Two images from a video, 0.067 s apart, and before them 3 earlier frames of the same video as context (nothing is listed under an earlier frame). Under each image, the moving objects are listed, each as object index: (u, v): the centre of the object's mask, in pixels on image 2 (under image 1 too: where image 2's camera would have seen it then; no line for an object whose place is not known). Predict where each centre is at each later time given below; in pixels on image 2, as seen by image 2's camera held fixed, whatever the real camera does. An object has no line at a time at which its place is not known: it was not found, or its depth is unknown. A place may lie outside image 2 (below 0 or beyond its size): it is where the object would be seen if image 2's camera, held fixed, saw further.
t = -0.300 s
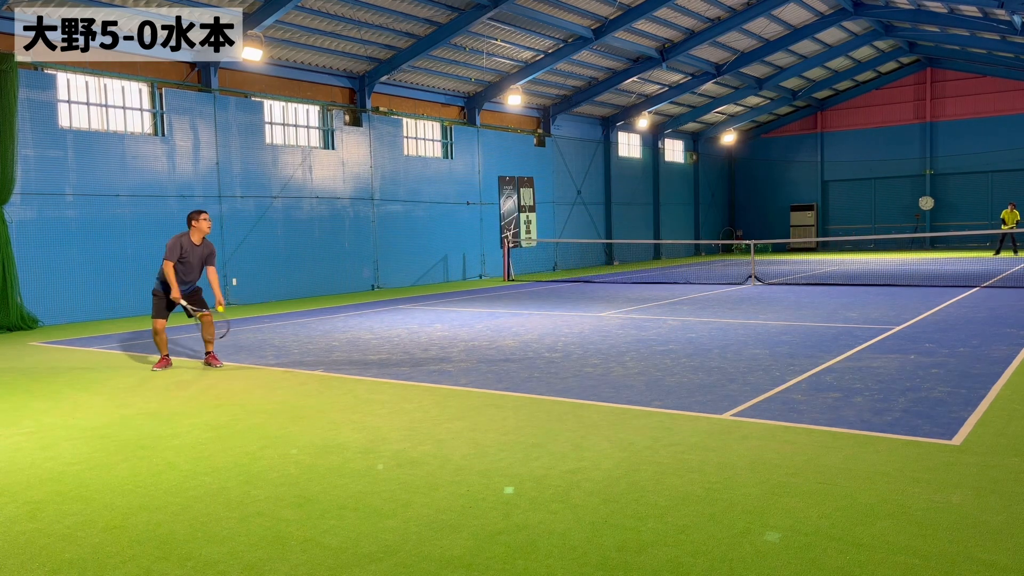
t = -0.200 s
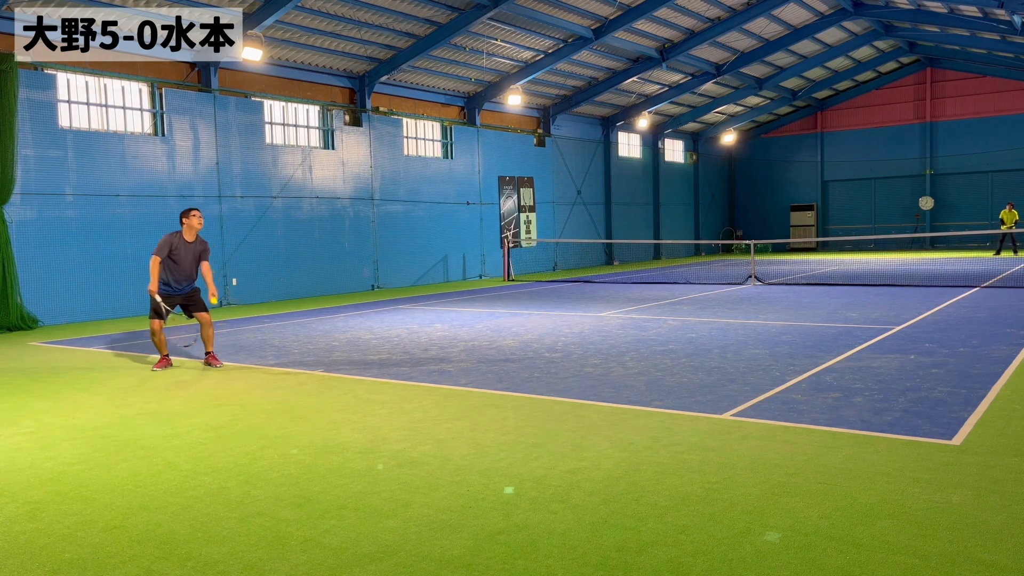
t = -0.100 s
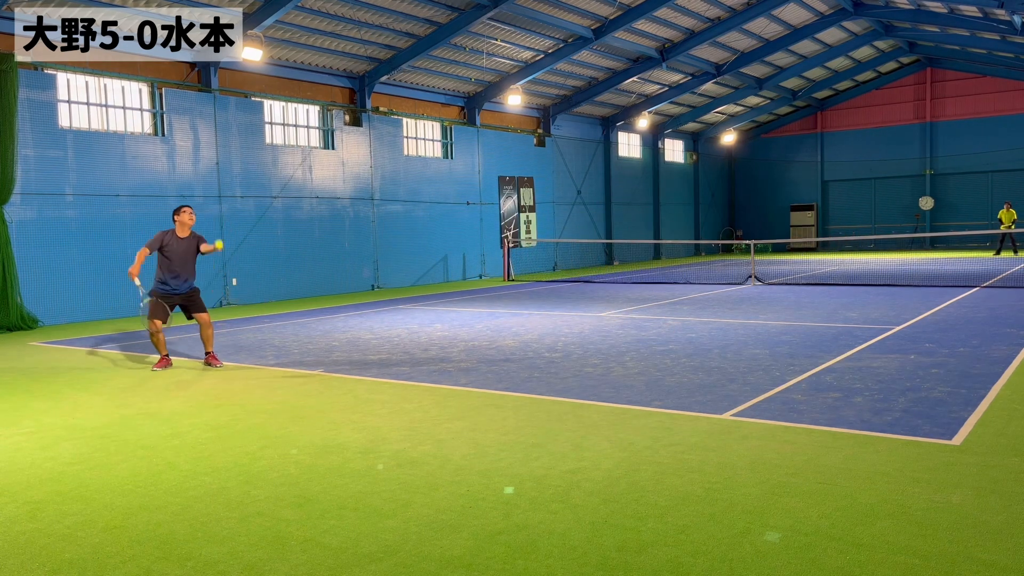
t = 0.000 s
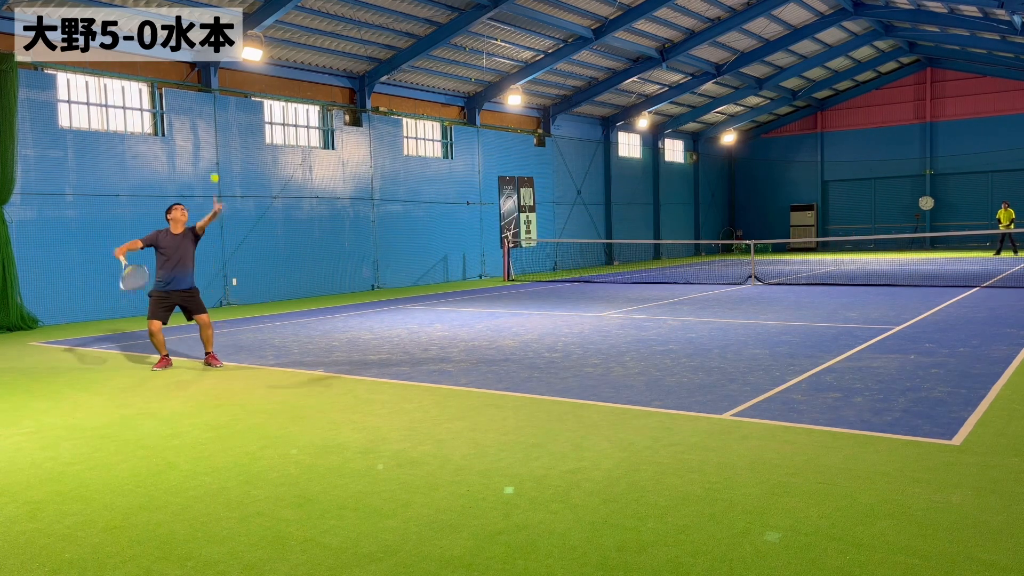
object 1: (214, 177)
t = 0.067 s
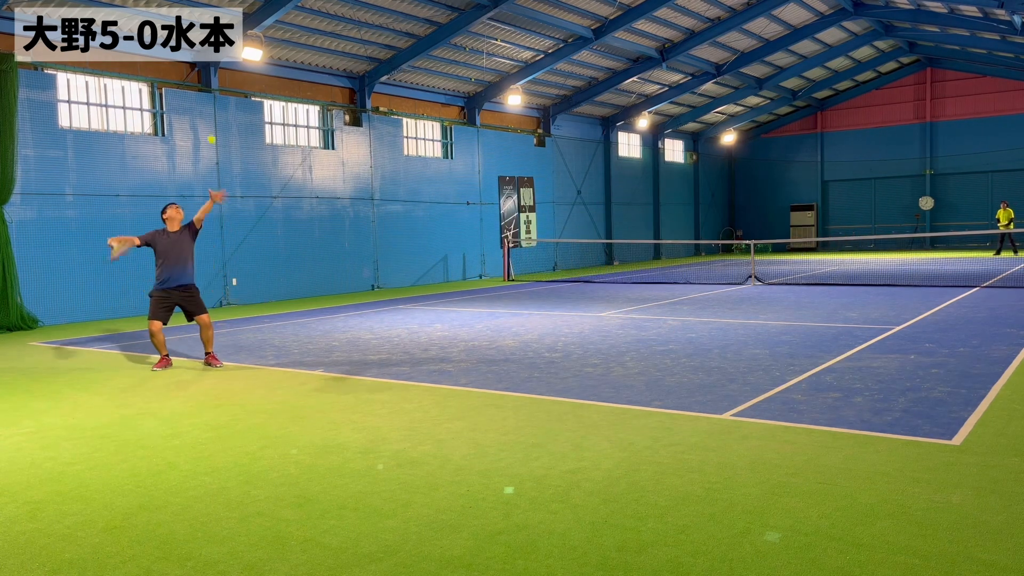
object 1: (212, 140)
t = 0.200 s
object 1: (206, 78)
